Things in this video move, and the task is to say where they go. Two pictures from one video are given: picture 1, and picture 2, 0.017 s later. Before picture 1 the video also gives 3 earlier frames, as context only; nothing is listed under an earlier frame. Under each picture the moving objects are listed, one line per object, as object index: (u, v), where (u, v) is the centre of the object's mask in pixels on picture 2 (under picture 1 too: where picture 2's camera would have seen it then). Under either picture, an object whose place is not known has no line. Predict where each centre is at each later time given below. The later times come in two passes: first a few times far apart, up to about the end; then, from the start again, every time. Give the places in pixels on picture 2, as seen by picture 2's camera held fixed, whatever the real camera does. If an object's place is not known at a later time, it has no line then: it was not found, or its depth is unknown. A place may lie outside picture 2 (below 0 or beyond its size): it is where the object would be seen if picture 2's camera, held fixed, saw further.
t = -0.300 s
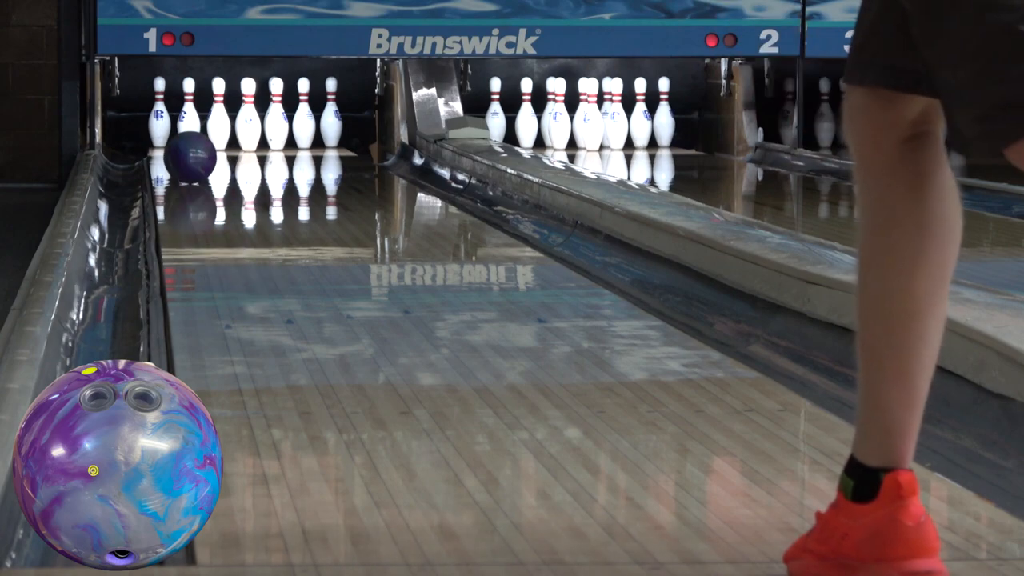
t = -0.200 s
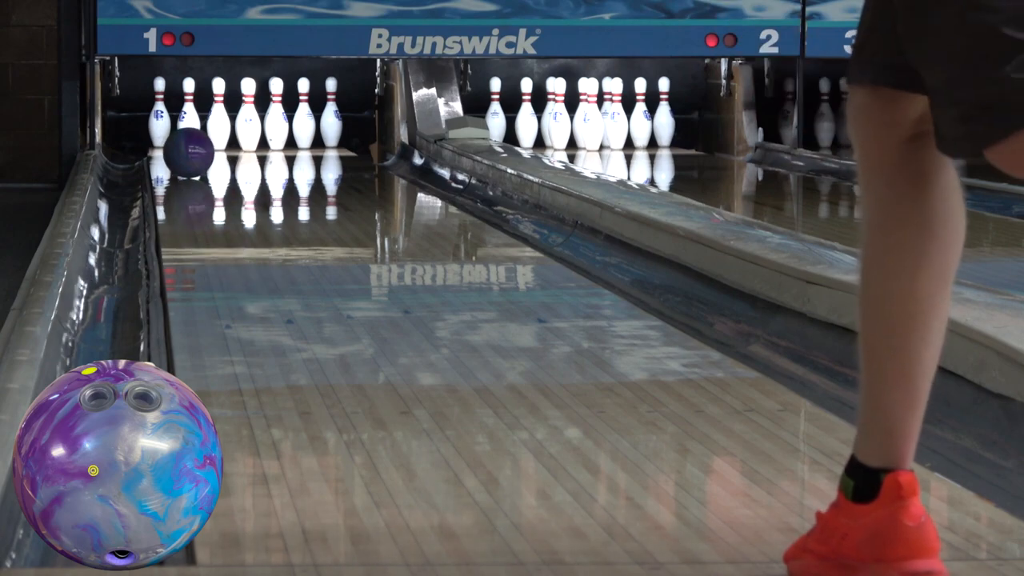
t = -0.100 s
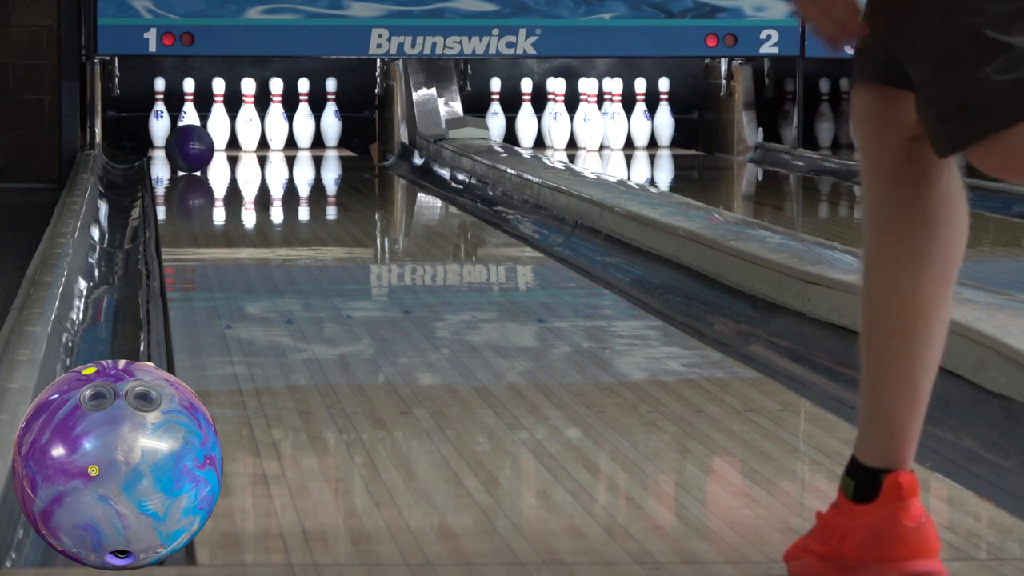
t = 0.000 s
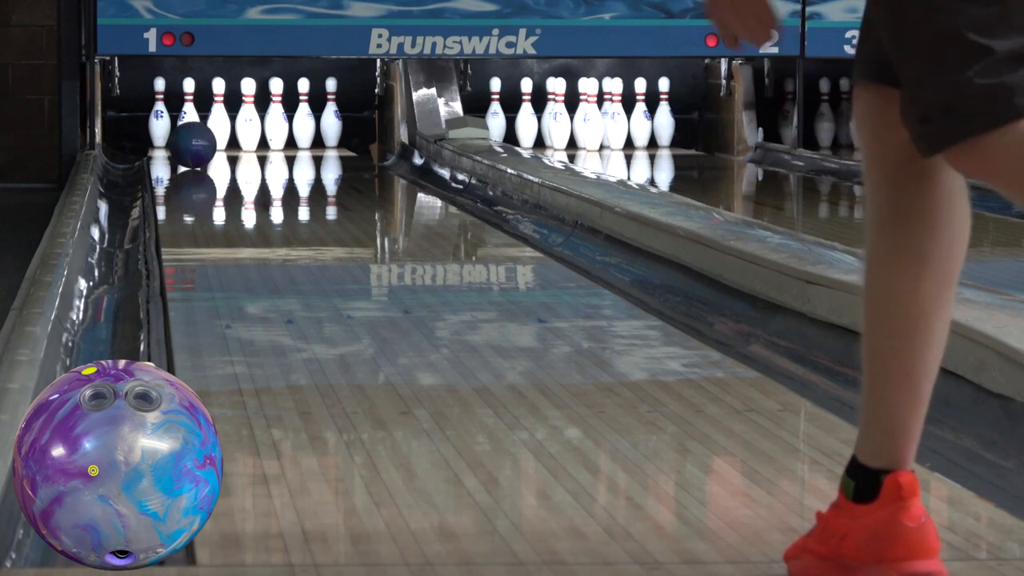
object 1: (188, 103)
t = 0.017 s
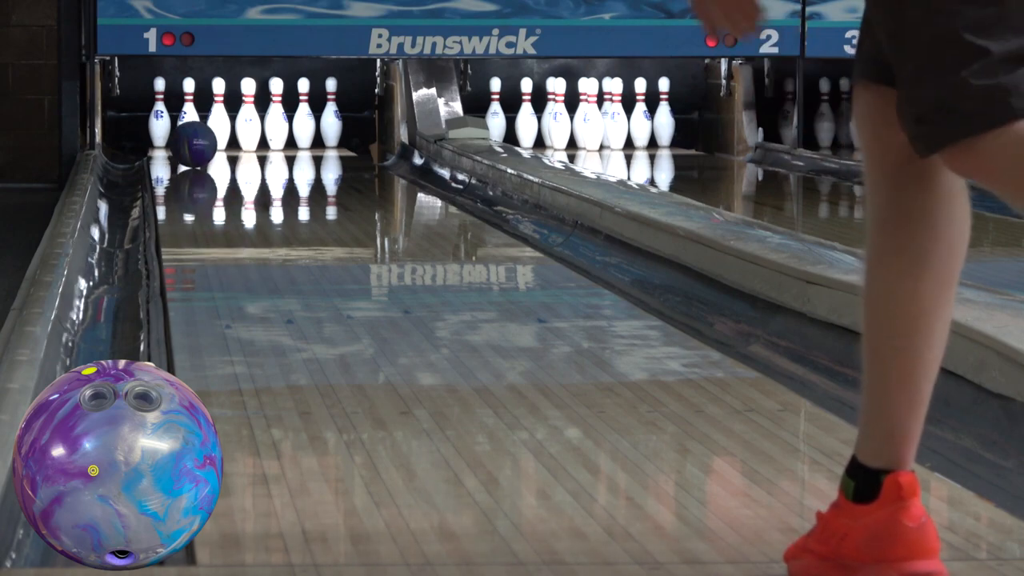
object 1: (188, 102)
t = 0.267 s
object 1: (187, 114)
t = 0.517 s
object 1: (188, 117)
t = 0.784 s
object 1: (127, 132)
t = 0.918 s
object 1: (123, 150)
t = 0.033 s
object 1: (188, 102)
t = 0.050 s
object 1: (188, 102)
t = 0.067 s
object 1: (188, 102)
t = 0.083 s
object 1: (187, 102)
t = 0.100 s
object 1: (187, 103)
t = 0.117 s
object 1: (187, 103)
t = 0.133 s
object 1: (187, 104)
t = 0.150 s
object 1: (187, 104)
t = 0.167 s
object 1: (187, 106)
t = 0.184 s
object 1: (186, 108)
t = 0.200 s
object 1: (186, 109)
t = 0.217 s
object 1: (186, 111)
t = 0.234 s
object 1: (187, 112)
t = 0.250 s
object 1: (187, 113)
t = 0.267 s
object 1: (187, 114)
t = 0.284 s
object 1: (187, 115)
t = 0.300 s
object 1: (187, 115)
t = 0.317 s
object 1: (188, 116)
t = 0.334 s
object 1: (188, 116)
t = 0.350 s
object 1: (188, 117)
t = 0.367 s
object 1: (188, 117)
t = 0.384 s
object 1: (188, 117)
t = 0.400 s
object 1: (188, 117)
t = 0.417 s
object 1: (188, 117)
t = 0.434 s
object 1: (188, 117)
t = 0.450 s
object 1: (188, 117)
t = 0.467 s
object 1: (188, 117)
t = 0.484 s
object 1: (188, 117)
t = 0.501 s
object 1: (188, 117)
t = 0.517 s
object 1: (188, 117)
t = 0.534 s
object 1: (188, 117)
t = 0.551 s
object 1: (184, 117)
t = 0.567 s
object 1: (180, 116)
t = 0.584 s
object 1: (174, 116)
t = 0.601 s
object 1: (169, 116)
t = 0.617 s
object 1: (162, 118)
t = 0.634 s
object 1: (155, 118)
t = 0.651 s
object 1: (149, 119)
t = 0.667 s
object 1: (144, 121)
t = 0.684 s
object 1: (138, 123)
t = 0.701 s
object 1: (133, 125)
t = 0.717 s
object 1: (128, 128)
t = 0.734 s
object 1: (127, 130)
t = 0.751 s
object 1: (127, 132)
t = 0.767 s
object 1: (127, 133)
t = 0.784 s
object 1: (127, 132)
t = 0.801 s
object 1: (126, 133)
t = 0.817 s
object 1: (126, 134)
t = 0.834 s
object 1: (126, 135)
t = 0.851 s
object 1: (125, 137)
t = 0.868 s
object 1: (124, 140)
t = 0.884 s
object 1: (123, 143)
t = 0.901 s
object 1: (123, 147)
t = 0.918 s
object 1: (123, 150)
